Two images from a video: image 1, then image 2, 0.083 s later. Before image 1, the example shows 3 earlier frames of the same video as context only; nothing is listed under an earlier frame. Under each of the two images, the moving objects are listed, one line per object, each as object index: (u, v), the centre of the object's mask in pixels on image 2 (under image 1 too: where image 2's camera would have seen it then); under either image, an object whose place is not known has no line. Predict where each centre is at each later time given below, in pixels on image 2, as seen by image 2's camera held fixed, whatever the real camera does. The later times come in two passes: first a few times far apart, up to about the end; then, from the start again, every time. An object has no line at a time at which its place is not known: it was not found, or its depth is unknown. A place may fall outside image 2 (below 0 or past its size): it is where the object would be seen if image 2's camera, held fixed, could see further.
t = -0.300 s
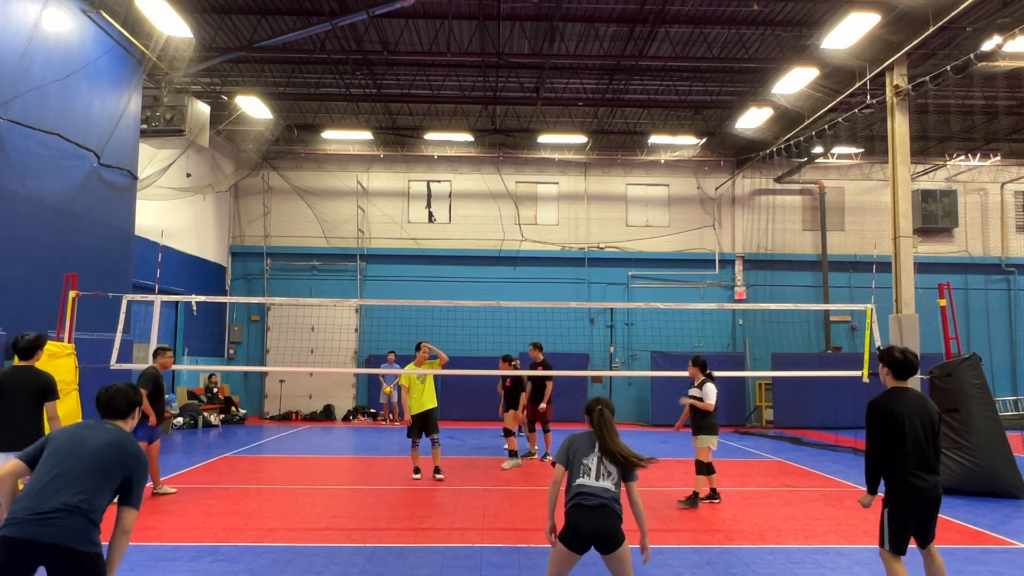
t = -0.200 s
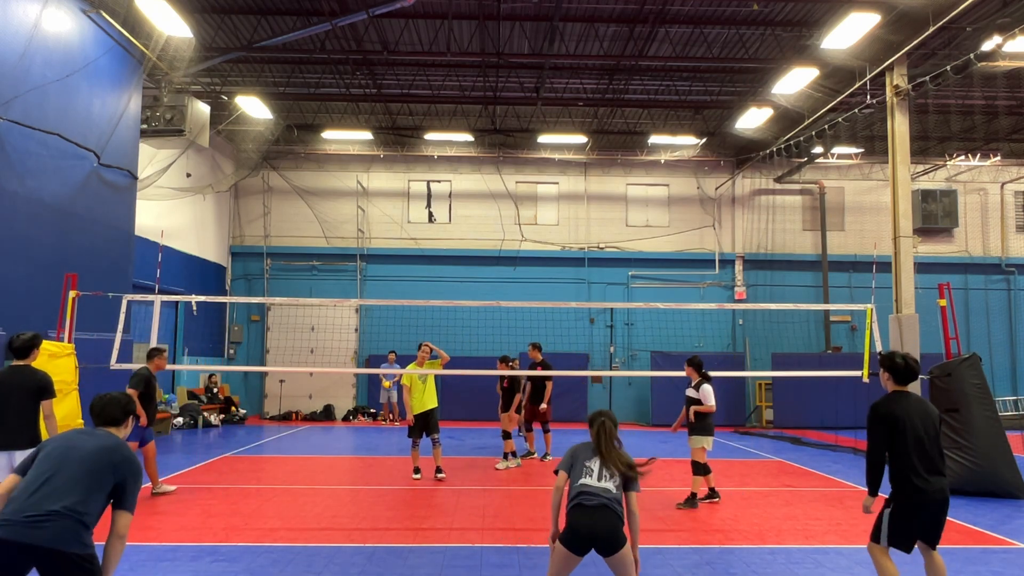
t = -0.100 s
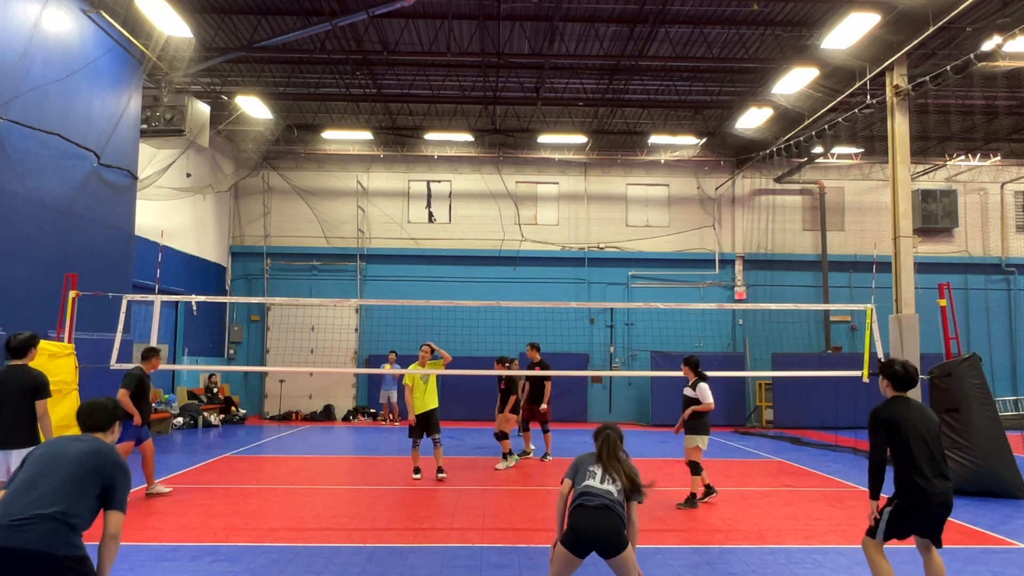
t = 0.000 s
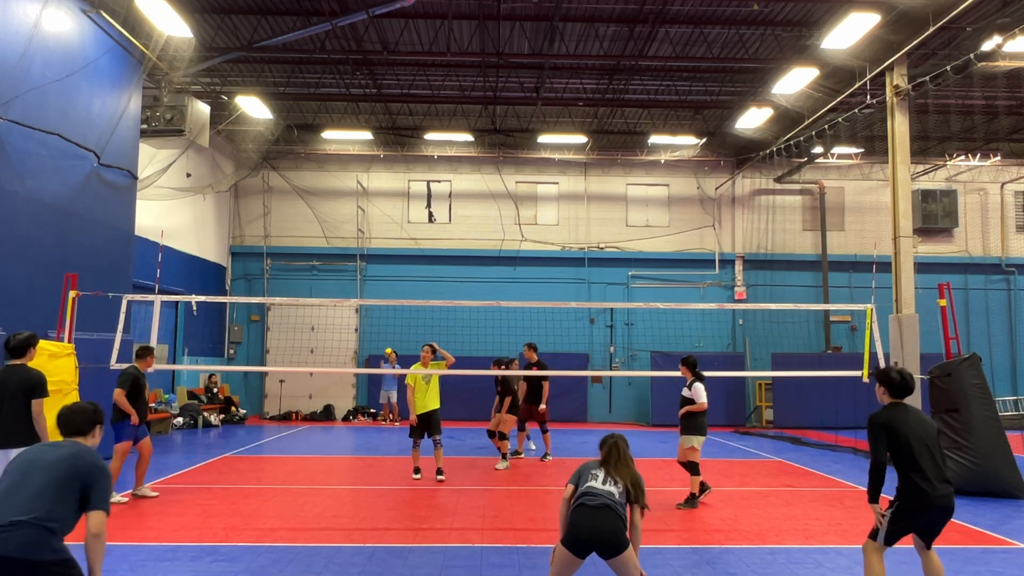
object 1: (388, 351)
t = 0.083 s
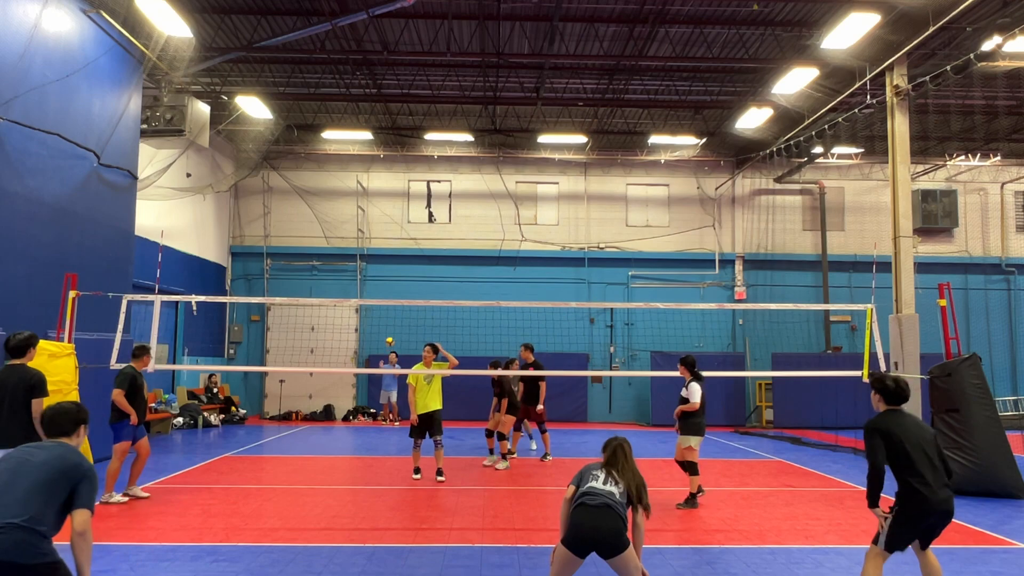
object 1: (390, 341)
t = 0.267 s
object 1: (392, 329)
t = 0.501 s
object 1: (393, 331)
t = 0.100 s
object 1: (390, 340)
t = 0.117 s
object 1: (390, 338)
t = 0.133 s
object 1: (390, 337)
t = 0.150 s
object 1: (390, 335)
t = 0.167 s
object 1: (390, 334)
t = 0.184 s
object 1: (391, 333)
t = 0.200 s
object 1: (391, 332)
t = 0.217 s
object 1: (391, 331)
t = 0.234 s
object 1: (391, 330)
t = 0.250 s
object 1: (391, 329)
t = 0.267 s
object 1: (392, 329)
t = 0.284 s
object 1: (392, 328)
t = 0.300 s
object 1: (392, 328)
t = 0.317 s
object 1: (392, 328)
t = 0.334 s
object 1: (392, 327)
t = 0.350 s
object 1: (392, 327)
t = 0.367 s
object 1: (392, 327)
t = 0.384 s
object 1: (392, 327)
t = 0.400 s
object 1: (392, 328)
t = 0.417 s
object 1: (393, 328)
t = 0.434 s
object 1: (393, 328)
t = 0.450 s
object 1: (393, 329)
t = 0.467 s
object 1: (393, 329)
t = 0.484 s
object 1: (393, 330)
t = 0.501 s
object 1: (393, 331)
